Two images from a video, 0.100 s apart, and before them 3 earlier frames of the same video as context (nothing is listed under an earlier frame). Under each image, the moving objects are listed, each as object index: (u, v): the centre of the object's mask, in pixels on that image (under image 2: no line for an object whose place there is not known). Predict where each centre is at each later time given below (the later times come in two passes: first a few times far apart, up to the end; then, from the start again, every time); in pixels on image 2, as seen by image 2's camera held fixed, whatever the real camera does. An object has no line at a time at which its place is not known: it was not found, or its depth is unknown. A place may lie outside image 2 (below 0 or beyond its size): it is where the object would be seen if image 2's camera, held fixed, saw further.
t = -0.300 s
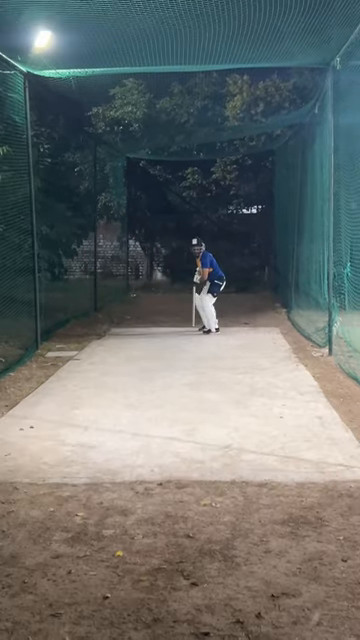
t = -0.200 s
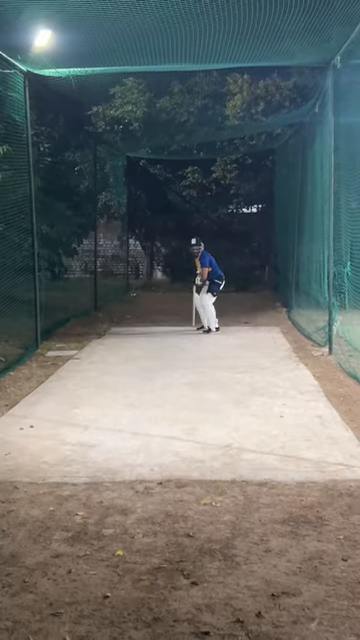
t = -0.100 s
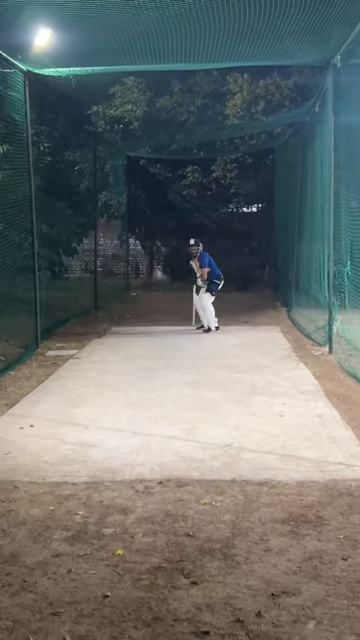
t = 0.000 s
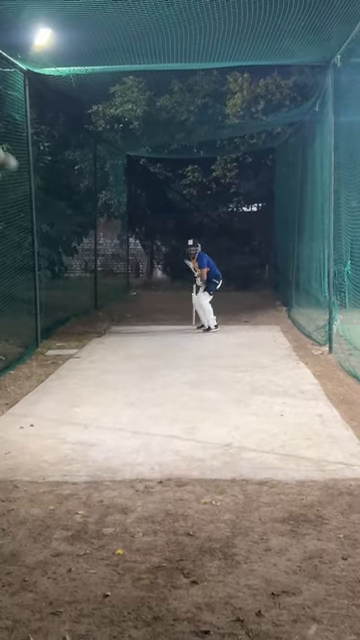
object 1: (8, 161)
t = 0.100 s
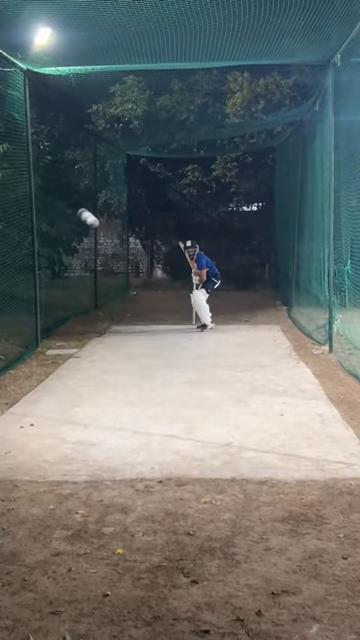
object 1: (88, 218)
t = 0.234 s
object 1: (136, 268)
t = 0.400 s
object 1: (163, 314)
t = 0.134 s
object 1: (104, 232)
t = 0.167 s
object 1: (116, 244)
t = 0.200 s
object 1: (127, 256)
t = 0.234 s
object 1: (136, 268)
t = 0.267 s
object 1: (143, 277)
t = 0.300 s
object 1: (149, 287)
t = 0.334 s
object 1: (155, 297)
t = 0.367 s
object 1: (159, 305)
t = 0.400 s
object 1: (163, 314)
